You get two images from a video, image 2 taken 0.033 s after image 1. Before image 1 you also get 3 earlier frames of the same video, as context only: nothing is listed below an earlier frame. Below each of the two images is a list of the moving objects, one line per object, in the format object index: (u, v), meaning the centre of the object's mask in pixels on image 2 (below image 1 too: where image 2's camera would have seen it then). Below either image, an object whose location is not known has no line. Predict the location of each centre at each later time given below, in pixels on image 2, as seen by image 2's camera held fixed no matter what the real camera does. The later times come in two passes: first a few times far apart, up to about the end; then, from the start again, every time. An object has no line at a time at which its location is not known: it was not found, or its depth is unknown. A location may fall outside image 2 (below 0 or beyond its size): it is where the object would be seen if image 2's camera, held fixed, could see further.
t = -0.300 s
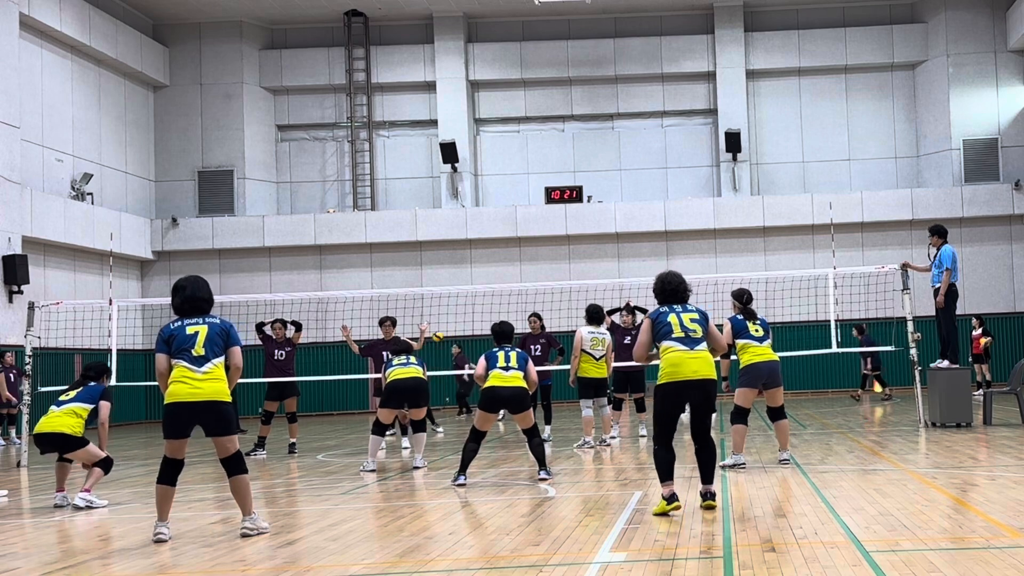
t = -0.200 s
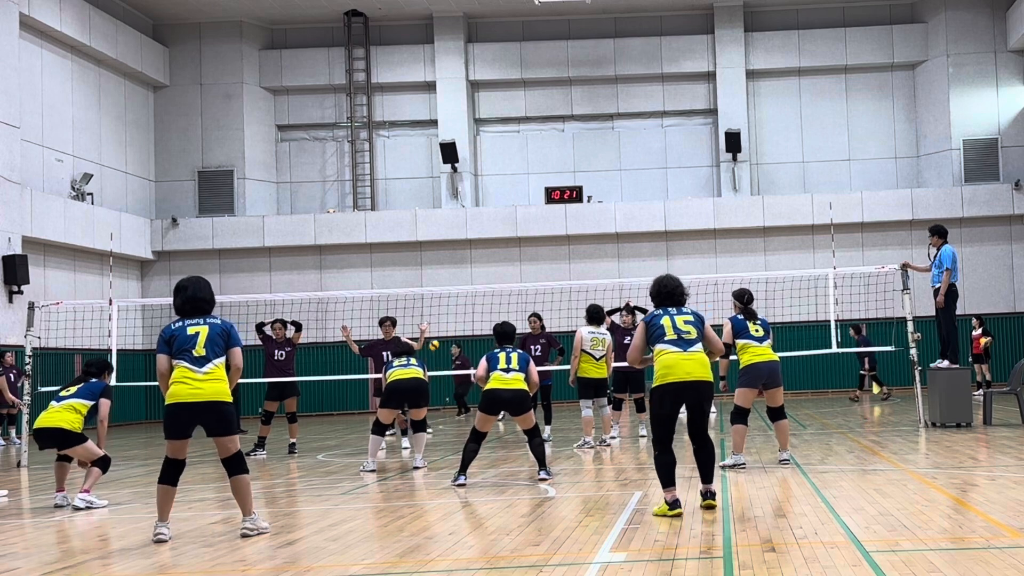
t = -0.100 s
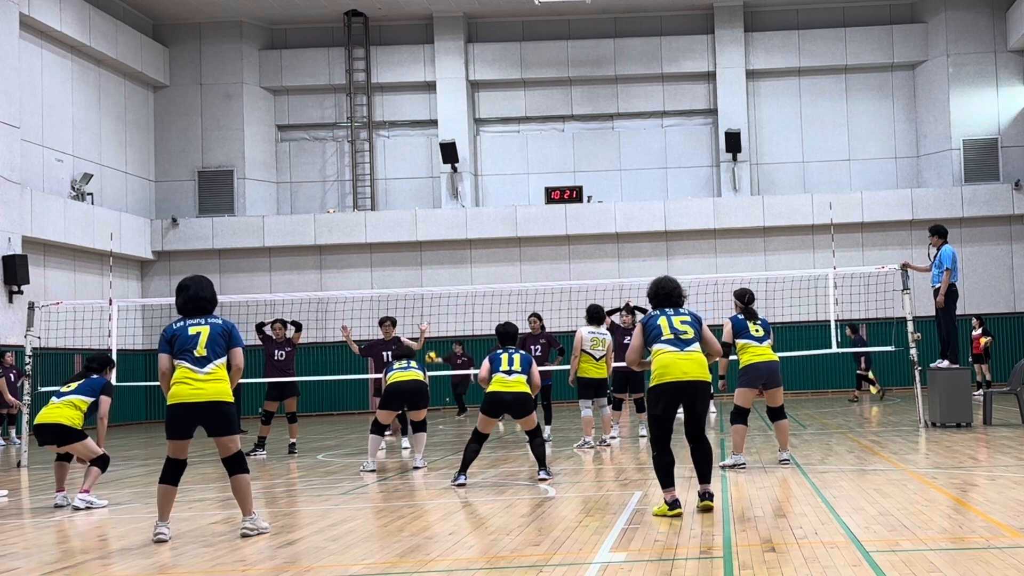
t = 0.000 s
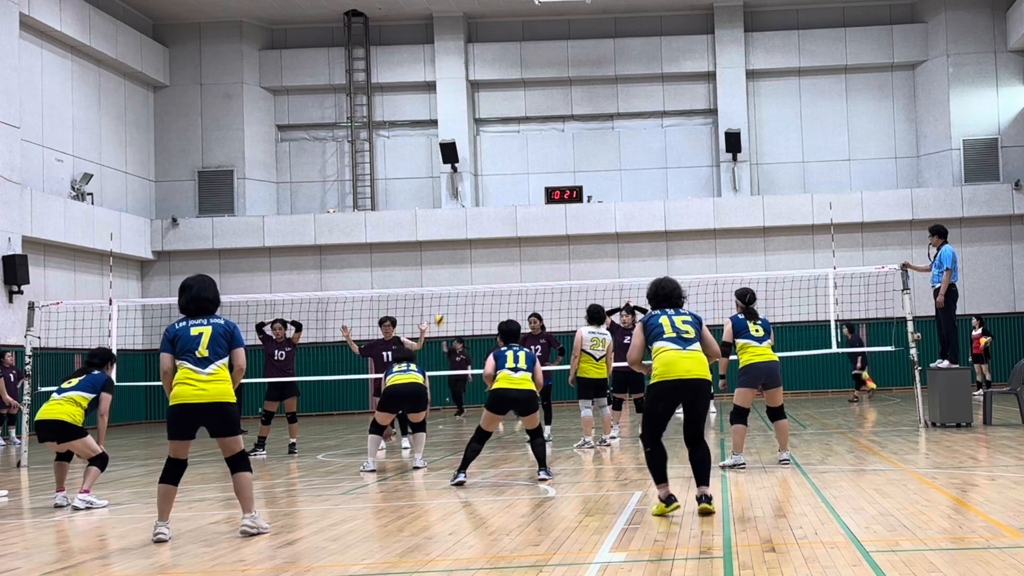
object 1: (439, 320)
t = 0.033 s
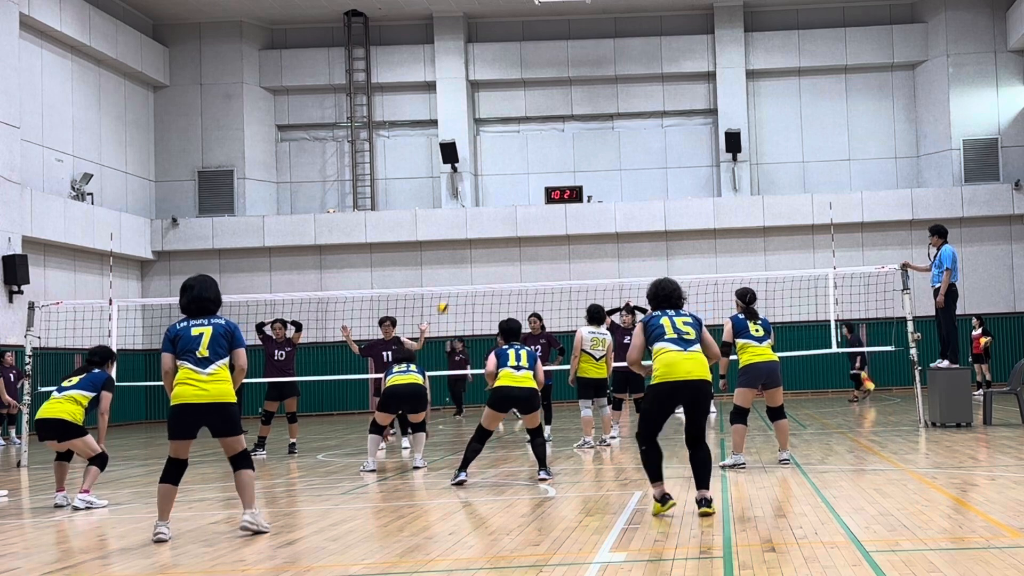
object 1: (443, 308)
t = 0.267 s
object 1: (472, 232)
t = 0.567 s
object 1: (517, 166)
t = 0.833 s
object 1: (568, 152)
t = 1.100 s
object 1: (628, 194)
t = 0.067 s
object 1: (446, 298)
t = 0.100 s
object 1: (451, 282)
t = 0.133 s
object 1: (455, 272)
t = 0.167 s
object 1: (460, 262)
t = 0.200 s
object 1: (463, 250)
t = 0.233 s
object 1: (468, 241)
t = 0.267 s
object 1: (472, 232)
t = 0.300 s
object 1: (476, 222)
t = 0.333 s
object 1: (482, 212)
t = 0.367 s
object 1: (486, 205)
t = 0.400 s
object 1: (491, 196)
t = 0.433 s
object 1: (496, 190)
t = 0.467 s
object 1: (501, 183)
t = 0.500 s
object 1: (506, 177)
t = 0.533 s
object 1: (512, 171)
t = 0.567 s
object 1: (517, 166)
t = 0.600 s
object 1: (522, 163)
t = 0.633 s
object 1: (529, 159)
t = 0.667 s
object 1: (535, 156)
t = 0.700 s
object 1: (541, 153)
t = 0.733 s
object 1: (548, 152)
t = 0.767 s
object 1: (554, 151)
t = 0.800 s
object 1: (561, 151)
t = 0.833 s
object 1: (568, 152)
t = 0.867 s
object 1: (575, 153)
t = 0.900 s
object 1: (582, 156)
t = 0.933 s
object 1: (589, 160)
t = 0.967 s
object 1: (596, 164)
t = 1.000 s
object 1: (604, 170)
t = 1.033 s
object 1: (611, 177)
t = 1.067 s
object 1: (620, 185)
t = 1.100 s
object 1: (628, 194)
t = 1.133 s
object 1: (637, 204)
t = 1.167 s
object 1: (647, 216)
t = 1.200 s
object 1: (658, 229)
